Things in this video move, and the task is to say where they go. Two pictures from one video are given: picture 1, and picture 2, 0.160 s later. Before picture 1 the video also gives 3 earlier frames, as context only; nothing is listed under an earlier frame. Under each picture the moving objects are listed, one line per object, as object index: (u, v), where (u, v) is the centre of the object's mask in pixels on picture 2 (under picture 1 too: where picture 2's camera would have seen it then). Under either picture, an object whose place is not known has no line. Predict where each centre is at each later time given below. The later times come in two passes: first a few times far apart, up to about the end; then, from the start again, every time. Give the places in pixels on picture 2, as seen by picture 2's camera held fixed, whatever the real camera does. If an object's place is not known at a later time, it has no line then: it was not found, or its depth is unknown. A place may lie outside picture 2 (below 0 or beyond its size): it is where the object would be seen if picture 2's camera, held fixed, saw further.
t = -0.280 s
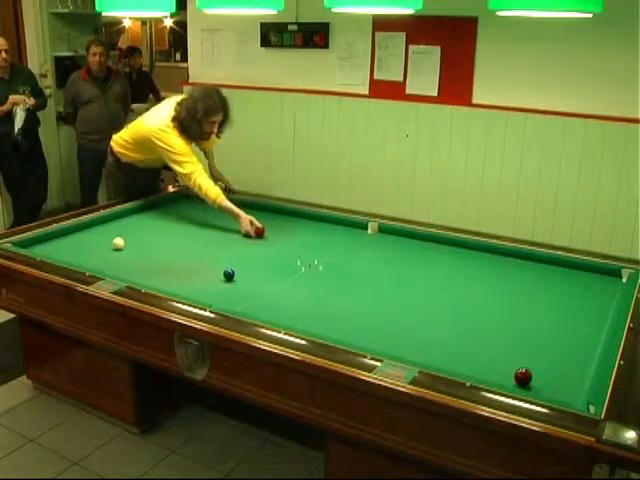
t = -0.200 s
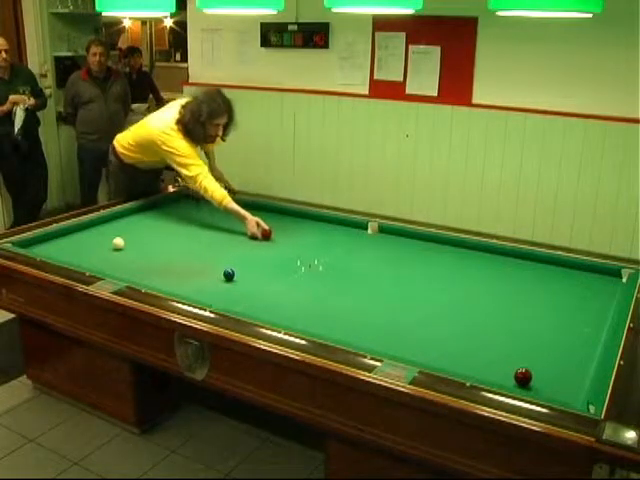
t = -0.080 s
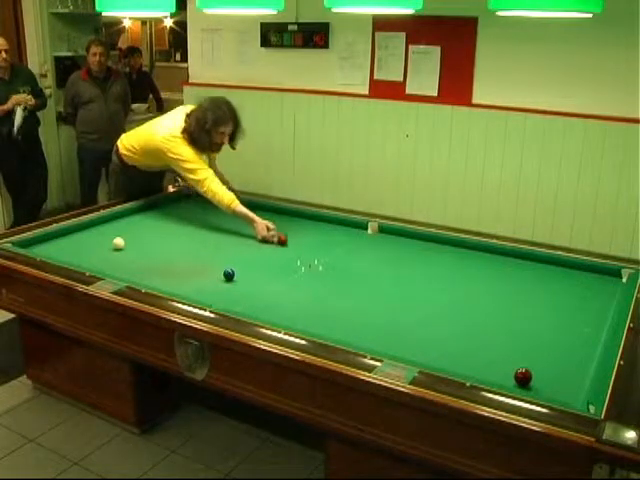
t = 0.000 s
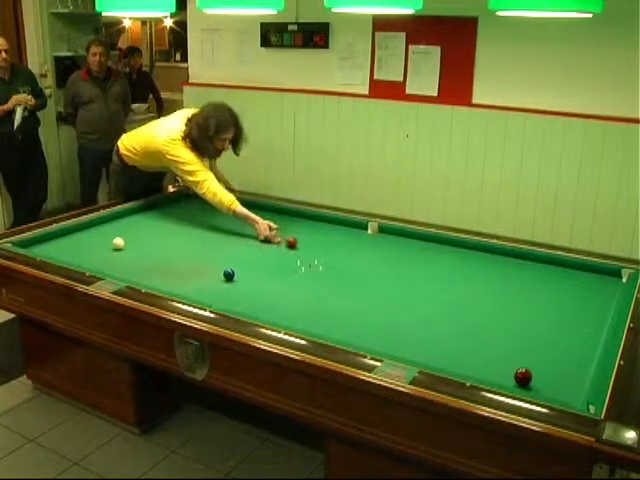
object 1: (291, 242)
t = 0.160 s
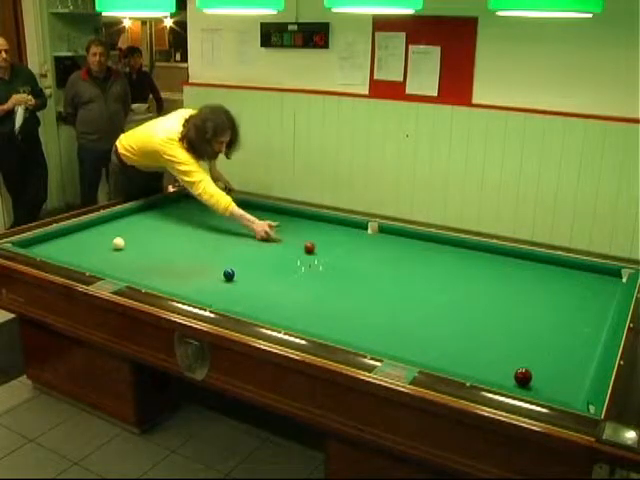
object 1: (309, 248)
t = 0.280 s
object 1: (323, 252)
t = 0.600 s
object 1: (362, 263)
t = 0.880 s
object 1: (398, 274)
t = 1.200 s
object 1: (442, 287)
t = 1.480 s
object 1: (483, 299)
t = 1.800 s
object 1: (533, 314)
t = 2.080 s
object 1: (579, 328)
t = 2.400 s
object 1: (580, 331)
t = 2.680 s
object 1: (550, 326)
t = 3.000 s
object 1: (519, 322)
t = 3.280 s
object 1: (492, 318)
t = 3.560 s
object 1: (468, 314)
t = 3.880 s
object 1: (442, 310)
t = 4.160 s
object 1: (420, 307)
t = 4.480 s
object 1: (397, 303)
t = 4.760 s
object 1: (378, 300)
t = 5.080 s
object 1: (358, 297)
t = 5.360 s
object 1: (341, 294)
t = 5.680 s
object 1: (323, 292)
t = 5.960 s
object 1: (309, 290)
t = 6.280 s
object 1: (294, 287)
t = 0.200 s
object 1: (314, 249)
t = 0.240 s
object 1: (318, 251)
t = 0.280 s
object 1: (323, 252)
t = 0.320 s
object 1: (328, 253)
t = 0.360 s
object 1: (332, 255)
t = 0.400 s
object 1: (337, 256)
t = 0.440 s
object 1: (341, 258)
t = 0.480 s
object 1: (347, 260)
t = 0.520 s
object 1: (352, 261)
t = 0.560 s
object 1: (357, 262)
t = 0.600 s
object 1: (362, 263)
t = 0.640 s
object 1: (367, 265)
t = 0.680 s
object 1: (372, 266)
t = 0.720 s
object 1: (377, 268)
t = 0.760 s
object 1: (382, 269)
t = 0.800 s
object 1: (388, 271)
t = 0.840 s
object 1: (393, 273)
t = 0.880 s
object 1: (398, 274)
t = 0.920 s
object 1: (403, 276)
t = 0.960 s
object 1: (409, 278)
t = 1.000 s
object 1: (414, 279)
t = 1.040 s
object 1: (420, 281)
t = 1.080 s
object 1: (425, 282)
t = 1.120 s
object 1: (431, 284)
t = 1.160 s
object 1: (437, 286)
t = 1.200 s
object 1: (442, 287)
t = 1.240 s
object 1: (448, 289)
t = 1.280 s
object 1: (454, 291)
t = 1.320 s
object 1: (459, 292)
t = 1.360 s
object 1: (465, 294)
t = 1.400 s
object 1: (471, 296)
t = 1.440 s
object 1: (477, 298)
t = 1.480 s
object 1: (483, 299)
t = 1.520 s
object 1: (489, 301)
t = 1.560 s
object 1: (495, 303)
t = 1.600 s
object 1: (501, 305)
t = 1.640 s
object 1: (508, 306)
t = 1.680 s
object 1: (514, 309)
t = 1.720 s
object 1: (520, 310)
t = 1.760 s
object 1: (526, 312)
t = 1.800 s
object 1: (533, 314)
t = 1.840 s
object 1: (539, 316)
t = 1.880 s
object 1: (546, 318)
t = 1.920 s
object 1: (552, 320)
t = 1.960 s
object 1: (559, 322)
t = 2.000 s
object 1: (566, 325)
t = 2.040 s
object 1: (572, 326)
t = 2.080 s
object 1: (579, 328)
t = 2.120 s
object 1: (586, 329)
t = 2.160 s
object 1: (593, 331)
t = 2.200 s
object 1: (599, 333)
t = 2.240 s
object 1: (598, 333)
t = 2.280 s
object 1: (592, 333)
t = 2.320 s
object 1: (588, 332)
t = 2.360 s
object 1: (584, 332)
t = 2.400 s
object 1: (580, 331)
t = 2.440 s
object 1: (575, 330)
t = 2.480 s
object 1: (571, 329)
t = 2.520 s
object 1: (567, 329)
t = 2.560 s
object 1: (562, 328)
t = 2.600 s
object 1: (558, 328)
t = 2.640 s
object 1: (554, 327)
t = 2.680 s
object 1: (550, 326)
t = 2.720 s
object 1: (546, 326)
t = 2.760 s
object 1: (542, 326)
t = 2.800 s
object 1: (538, 325)
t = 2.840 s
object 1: (534, 325)
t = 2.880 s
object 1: (530, 323)
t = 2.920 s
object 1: (526, 323)
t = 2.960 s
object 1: (522, 323)
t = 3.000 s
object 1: (519, 322)
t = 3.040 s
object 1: (515, 322)
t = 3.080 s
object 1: (511, 321)
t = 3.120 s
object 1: (507, 320)
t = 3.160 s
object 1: (504, 320)
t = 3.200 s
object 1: (500, 319)
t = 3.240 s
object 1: (496, 319)
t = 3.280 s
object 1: (492, 318)
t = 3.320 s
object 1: (489, 318)
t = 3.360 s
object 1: (486, 317)
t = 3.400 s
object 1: (482, 316)
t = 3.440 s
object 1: (479, 316)
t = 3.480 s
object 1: (475, 316)
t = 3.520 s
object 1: (472, 315)
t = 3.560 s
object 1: (468, 314)
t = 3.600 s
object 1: (465, 314)
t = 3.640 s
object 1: (462, 313)
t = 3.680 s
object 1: (458, 313)
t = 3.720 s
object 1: (455, 312)
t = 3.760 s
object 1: (452, 312)
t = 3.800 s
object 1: (448, 311)
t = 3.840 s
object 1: (445, 311)
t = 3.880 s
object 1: (442, 310)
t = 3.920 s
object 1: (439, 310)
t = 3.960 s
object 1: (436, 310)
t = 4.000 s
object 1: (433, 309)
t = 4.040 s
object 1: (429, 308)
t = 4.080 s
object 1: (426, 308)
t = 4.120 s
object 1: (423, 308)
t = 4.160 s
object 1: (420, 307)
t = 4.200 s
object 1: (417, 306)
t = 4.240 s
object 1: (414, 306)
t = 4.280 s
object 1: (411, 306)
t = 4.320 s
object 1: (408, 305)
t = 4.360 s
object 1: (405, 304)
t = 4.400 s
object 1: (403, 304)
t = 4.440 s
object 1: (400, 304)
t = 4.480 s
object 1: (397, 303)
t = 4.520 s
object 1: (394, 303)
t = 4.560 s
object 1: (392, 302)
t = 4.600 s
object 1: (389, 302)
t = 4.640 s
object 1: (386, 301)
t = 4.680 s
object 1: (383, 301)
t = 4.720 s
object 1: (381, 301)
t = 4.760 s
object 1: (378, 300)
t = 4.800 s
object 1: (376, 300)
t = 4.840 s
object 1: (373, 299)
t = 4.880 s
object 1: (370, 299)
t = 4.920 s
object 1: (368, 299)
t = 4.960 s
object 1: (365, 298)
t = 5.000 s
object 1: (363, 298)
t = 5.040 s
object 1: (360, 298)
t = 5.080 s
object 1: (358, 297)
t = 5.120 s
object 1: (355, 297)
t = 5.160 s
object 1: (353, 296)
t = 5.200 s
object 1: (350, 296)
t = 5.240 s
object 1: (348, 296)
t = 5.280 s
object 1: (346, 295)
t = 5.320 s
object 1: (343, 295)
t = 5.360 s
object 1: (341, 294)
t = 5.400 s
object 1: (339, 294)
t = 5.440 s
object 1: (336, 294)
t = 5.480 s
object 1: (334, 293)
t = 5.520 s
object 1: (332, 293)
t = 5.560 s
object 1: (330, 293)
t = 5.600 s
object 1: (328, 292)
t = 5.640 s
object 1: (325, 292)
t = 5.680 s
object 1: (323, 292)
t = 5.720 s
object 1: (321, 292)
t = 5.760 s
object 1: (319, 291)
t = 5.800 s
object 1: (317, 291)
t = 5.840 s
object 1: (315, 291)
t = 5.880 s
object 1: (313, 290)
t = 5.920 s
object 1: (311, 290)
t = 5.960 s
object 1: (309, 290)
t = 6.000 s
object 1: (307, 289)
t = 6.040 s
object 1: (305, 289)
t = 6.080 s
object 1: (303, 289)
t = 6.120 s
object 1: (301, 288)
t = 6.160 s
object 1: (299, 288)
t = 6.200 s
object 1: (298, 288)
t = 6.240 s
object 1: (296, 288)
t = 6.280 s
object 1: (294, 287)
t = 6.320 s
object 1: (292, 287)
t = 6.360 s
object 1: (290, 286)
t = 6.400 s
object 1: (288, 286)
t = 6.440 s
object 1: (287, 286)
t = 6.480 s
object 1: (285, 286)
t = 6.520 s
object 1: (283, 286)
